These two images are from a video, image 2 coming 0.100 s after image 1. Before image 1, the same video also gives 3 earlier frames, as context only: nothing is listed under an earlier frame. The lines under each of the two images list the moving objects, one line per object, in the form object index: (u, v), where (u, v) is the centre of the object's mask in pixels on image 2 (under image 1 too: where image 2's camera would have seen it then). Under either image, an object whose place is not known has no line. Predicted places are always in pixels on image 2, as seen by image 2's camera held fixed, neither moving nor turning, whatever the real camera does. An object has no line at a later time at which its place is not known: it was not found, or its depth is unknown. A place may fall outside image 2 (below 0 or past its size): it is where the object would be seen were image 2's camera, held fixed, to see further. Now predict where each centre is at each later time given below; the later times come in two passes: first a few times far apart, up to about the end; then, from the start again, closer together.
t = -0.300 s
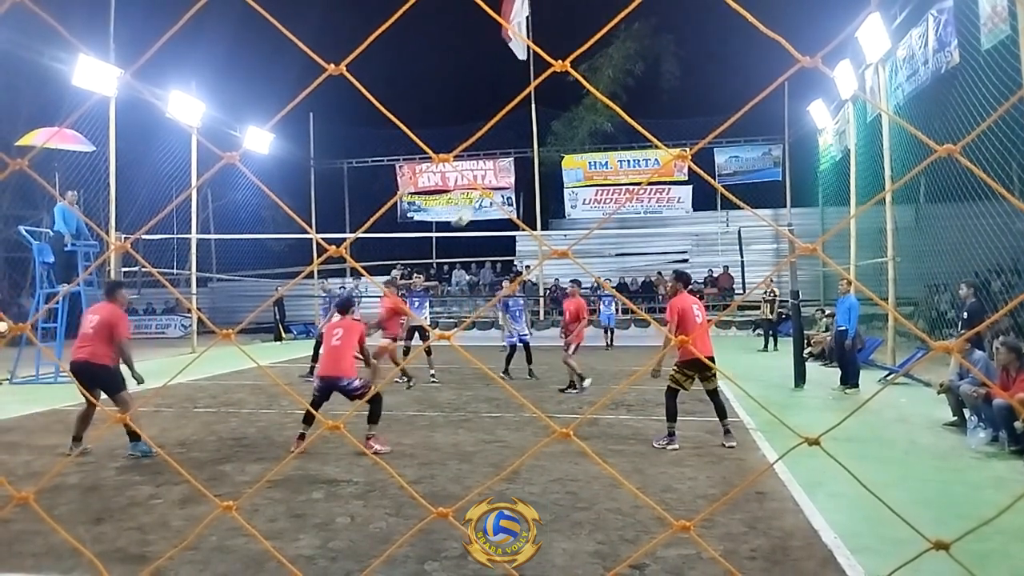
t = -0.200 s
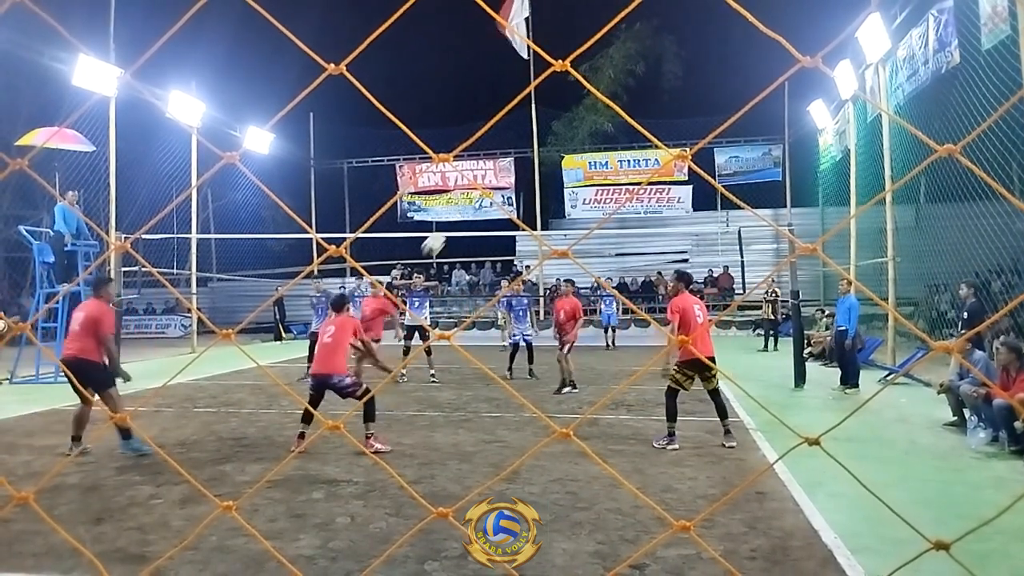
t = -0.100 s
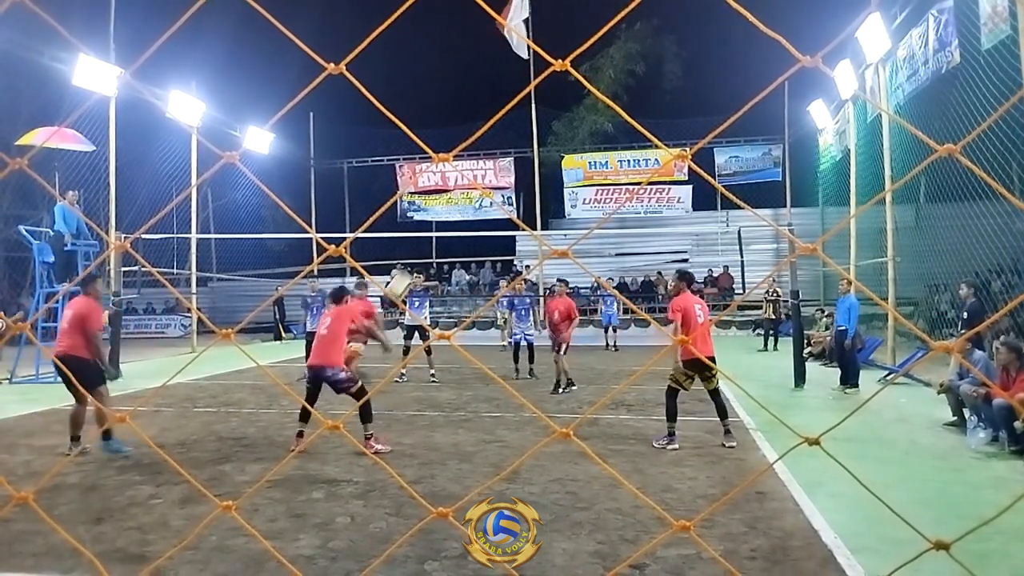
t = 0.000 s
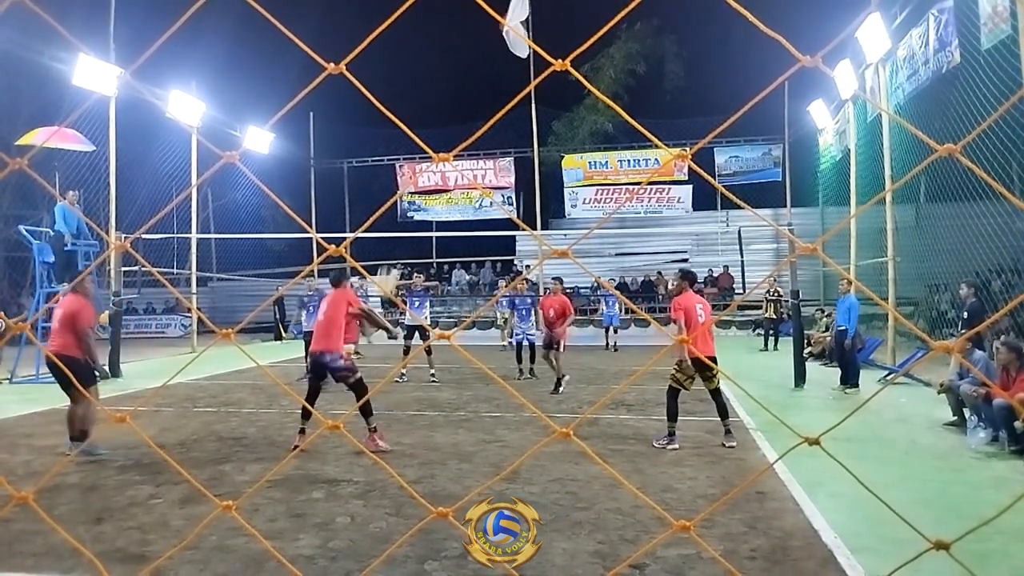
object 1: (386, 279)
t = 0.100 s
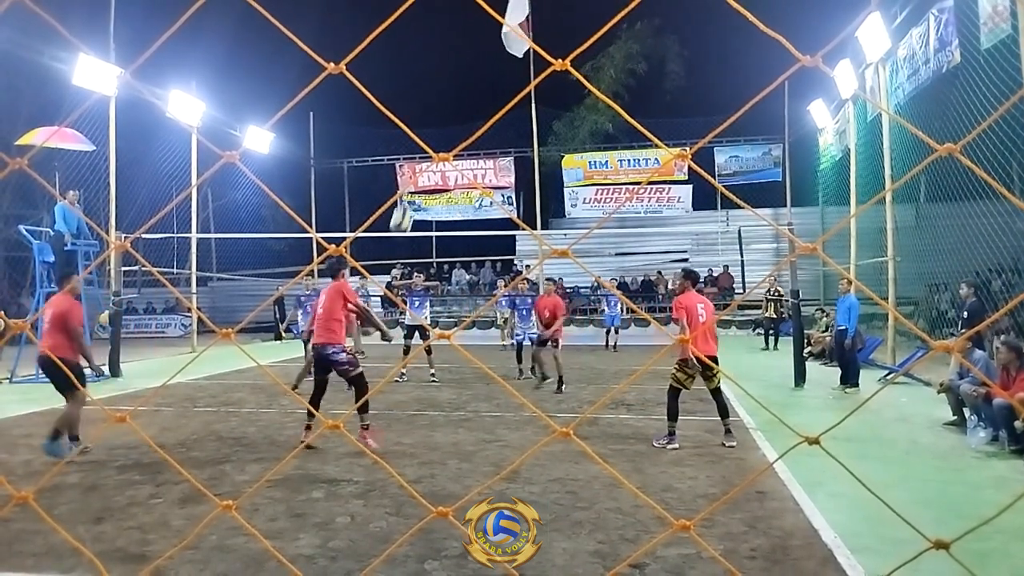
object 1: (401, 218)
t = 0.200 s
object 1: (417, 166)
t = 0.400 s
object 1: (444, 103)
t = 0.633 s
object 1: (473, 72)
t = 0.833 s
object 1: (495, 82)
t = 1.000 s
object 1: (511, 113)
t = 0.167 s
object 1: (416, 187)
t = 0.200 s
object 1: (417, 166)
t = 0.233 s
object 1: (422, 154)
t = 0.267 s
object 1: (426, 141)
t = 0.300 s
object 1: (431, 130)
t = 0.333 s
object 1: (436, 121)
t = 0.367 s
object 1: (440, 111)
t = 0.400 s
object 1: (444, 103)
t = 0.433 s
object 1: (449, 95)
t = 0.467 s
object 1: (453, 88)
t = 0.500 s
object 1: (457, 84)
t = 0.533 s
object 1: (461, 79)
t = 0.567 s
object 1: (465, 76)
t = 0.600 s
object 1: (469, 73)
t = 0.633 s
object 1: (473, 72)
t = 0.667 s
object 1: (477, 72)
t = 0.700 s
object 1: (480, 72)
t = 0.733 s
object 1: (484, 73)
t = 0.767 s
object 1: (488, 75)
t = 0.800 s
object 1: (491, 78)
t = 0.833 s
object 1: (495, 82)
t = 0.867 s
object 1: (498, 87)
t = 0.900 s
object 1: (502, 92)
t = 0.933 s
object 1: (505, 98)
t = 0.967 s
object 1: (508, 105)
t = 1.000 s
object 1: (511, 113)
